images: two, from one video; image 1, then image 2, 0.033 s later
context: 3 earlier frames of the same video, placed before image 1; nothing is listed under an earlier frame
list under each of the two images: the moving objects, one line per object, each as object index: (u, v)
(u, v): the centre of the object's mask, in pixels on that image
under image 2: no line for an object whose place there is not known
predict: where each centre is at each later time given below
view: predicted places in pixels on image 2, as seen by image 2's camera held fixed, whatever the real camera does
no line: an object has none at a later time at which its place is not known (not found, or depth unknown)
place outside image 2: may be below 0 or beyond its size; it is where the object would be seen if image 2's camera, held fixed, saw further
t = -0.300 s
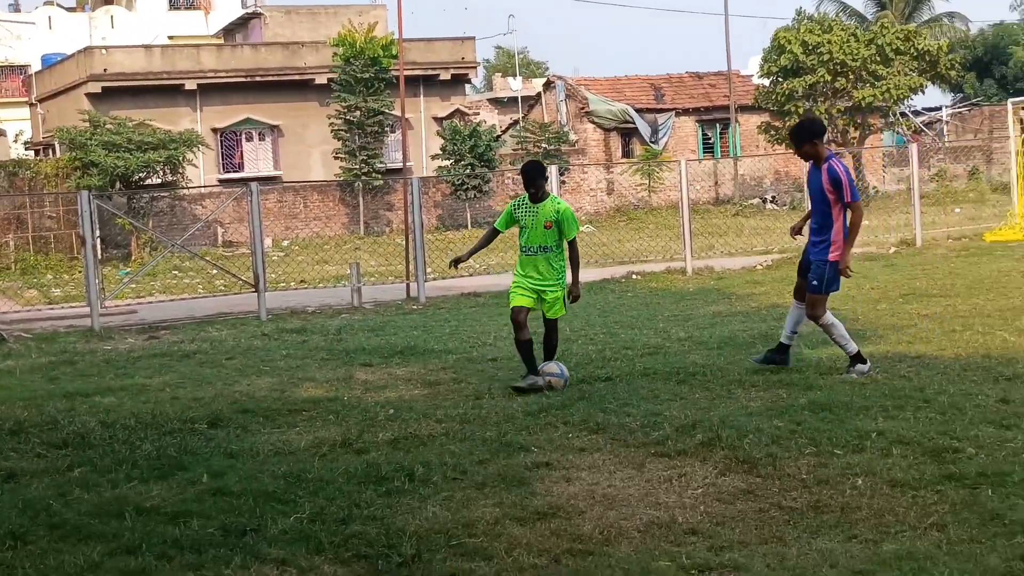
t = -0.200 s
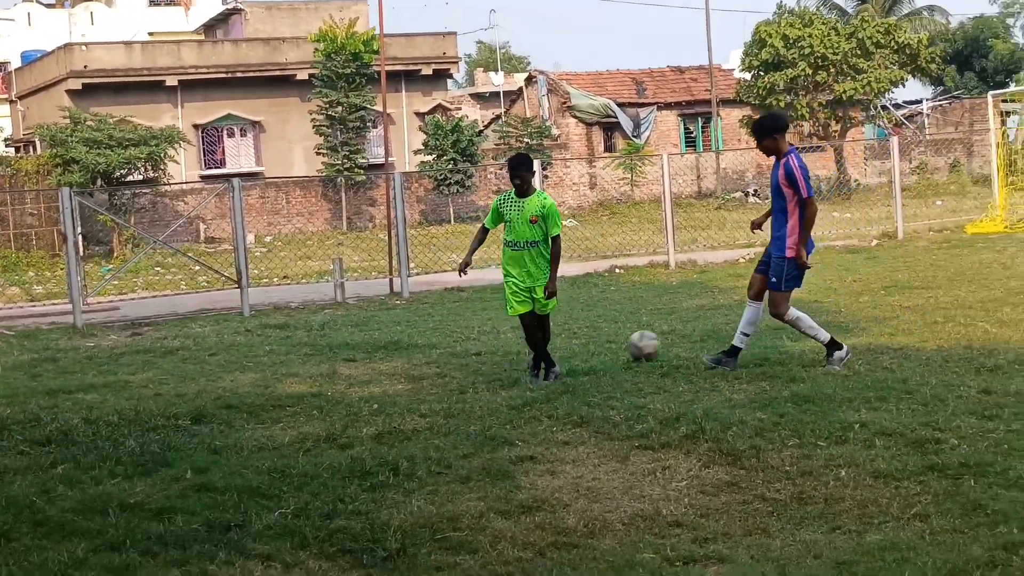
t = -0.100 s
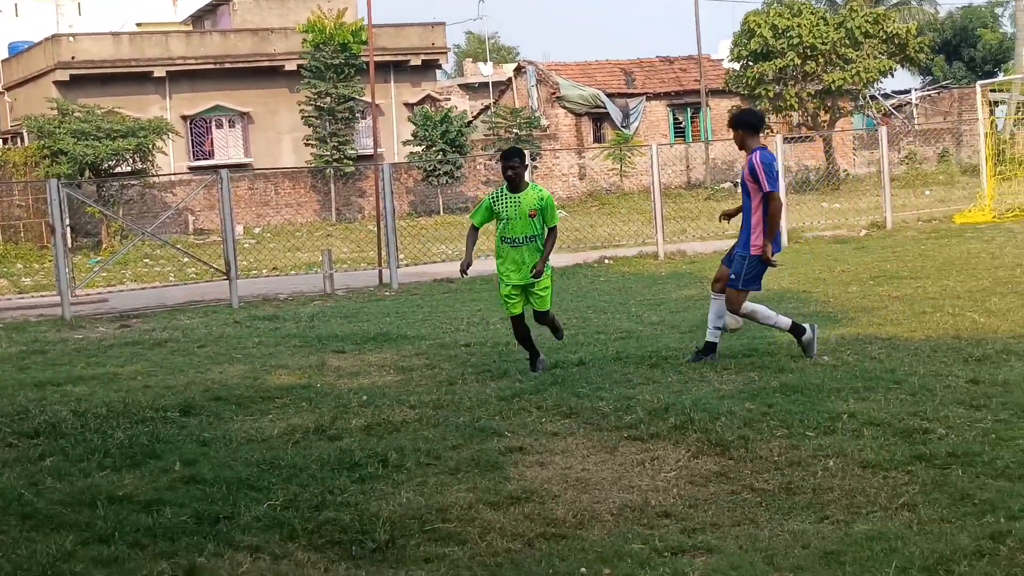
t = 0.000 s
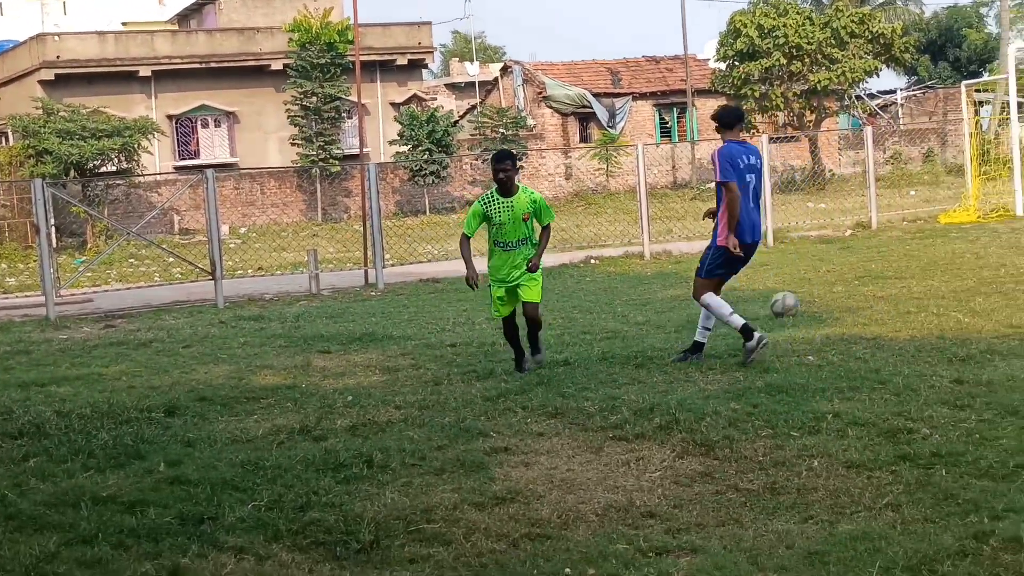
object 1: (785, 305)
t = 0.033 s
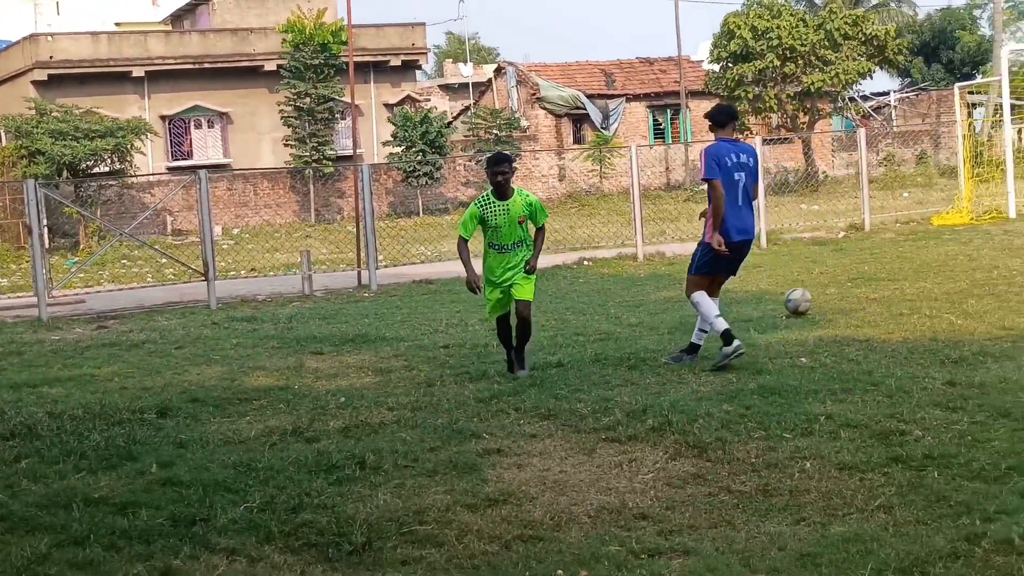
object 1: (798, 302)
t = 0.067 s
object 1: (816, 299)
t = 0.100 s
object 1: (832, 296)
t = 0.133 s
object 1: (848, 294)
